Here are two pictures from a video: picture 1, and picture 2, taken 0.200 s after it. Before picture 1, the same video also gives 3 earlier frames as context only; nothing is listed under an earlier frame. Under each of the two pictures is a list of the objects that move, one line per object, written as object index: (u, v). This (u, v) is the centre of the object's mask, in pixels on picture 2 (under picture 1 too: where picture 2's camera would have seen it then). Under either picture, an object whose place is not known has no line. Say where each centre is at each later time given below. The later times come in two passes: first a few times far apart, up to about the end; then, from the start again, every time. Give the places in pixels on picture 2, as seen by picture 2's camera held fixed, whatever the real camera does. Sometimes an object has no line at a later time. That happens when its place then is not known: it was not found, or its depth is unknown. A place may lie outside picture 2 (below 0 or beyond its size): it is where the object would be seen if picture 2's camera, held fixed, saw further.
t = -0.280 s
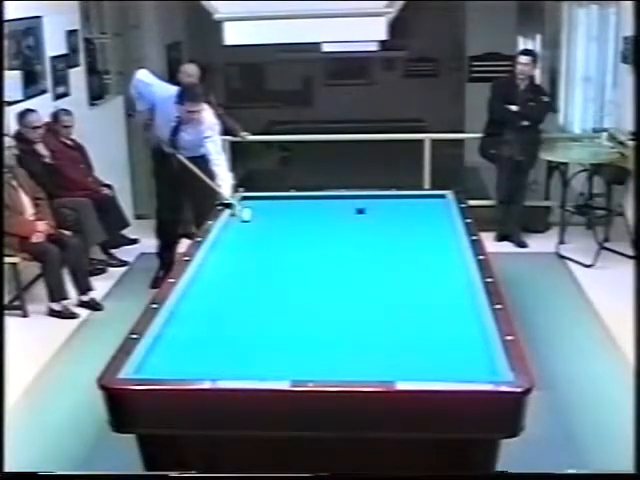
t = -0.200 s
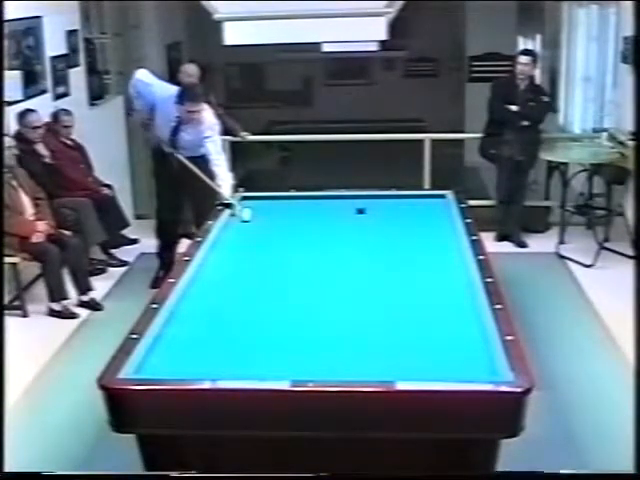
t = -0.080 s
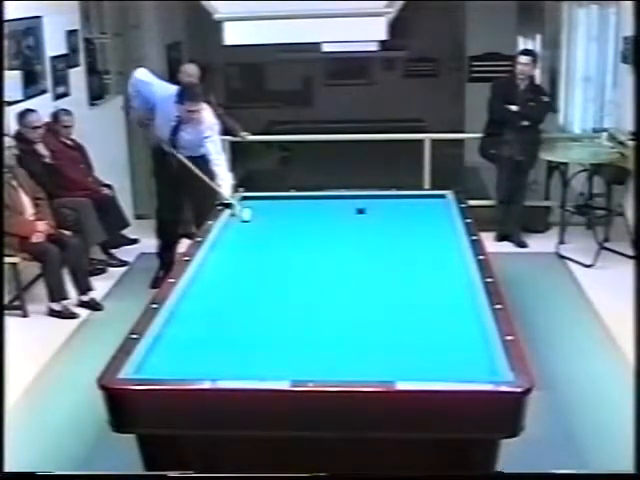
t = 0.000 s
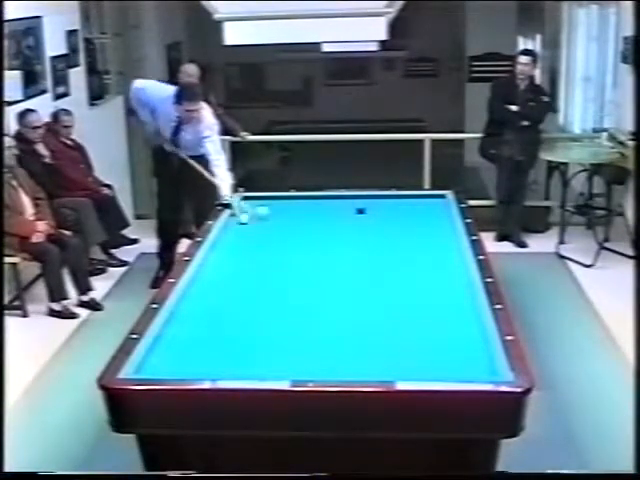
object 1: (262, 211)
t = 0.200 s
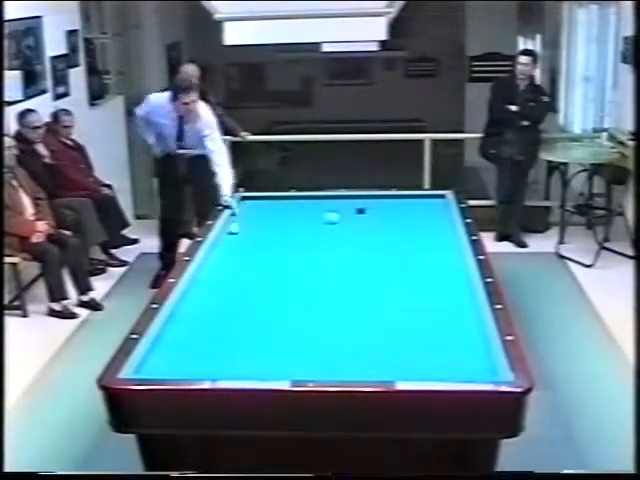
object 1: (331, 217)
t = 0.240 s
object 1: (343, 217)
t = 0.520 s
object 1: (436, 227)
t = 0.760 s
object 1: (411, 241)
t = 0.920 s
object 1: (387, 251)
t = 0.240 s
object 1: (343, 217)
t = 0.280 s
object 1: (359, 220)
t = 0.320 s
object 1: (373, 221)
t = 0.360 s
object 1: (385, 222)
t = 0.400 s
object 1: (399, 223)
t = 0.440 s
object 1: (411, 225)
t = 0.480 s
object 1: (423, 225)
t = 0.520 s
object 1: (436, 227)
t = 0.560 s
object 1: (448, 229)
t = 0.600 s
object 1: (444, 230)
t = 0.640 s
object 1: (436, 233)
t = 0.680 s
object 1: (427, 236)
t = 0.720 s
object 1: (420, 238)
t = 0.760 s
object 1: (411, 241)
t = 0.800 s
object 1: (405, 243)
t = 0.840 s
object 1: (398, 246)
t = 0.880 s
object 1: (392, 248)
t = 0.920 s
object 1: (387, 251)
